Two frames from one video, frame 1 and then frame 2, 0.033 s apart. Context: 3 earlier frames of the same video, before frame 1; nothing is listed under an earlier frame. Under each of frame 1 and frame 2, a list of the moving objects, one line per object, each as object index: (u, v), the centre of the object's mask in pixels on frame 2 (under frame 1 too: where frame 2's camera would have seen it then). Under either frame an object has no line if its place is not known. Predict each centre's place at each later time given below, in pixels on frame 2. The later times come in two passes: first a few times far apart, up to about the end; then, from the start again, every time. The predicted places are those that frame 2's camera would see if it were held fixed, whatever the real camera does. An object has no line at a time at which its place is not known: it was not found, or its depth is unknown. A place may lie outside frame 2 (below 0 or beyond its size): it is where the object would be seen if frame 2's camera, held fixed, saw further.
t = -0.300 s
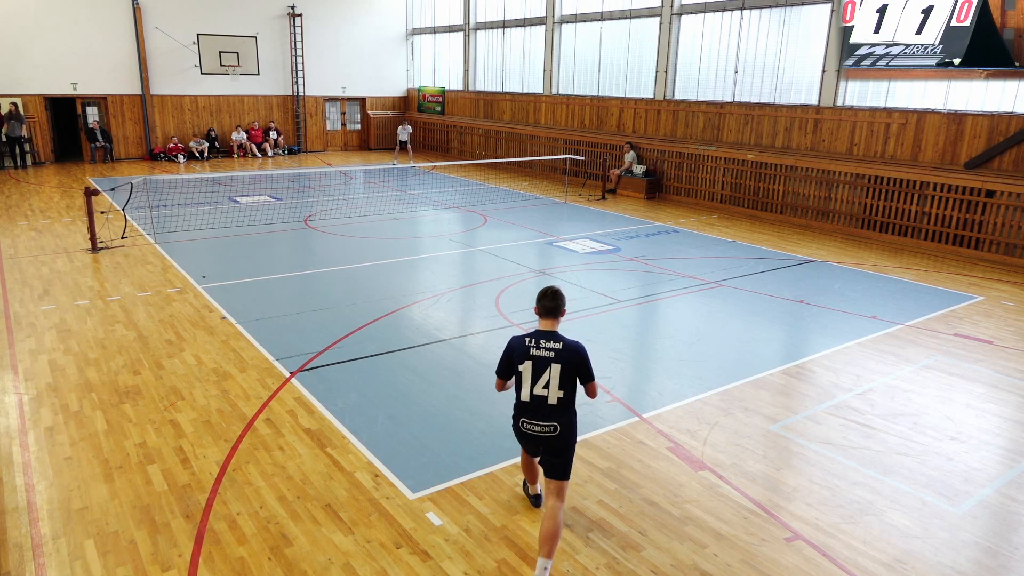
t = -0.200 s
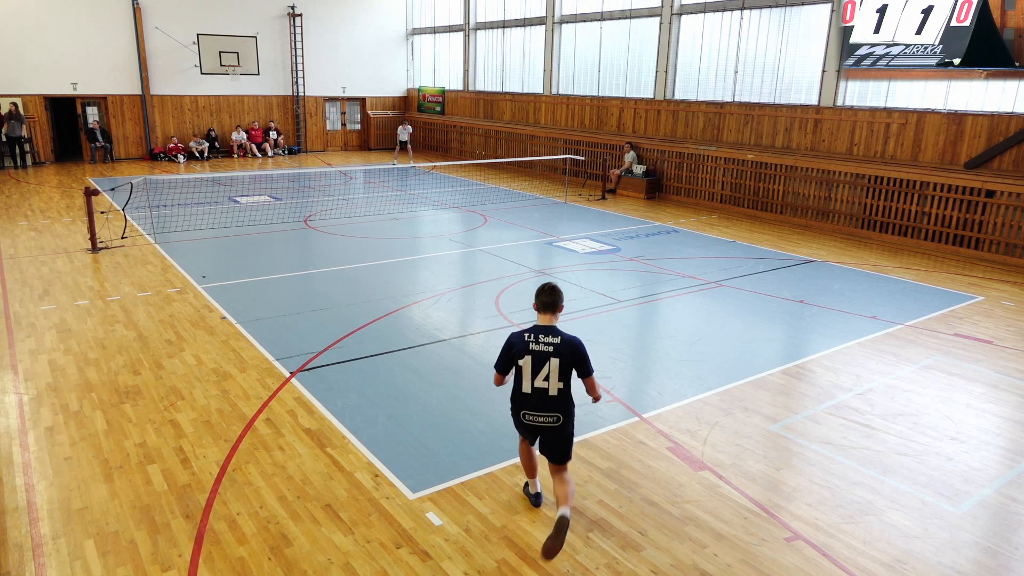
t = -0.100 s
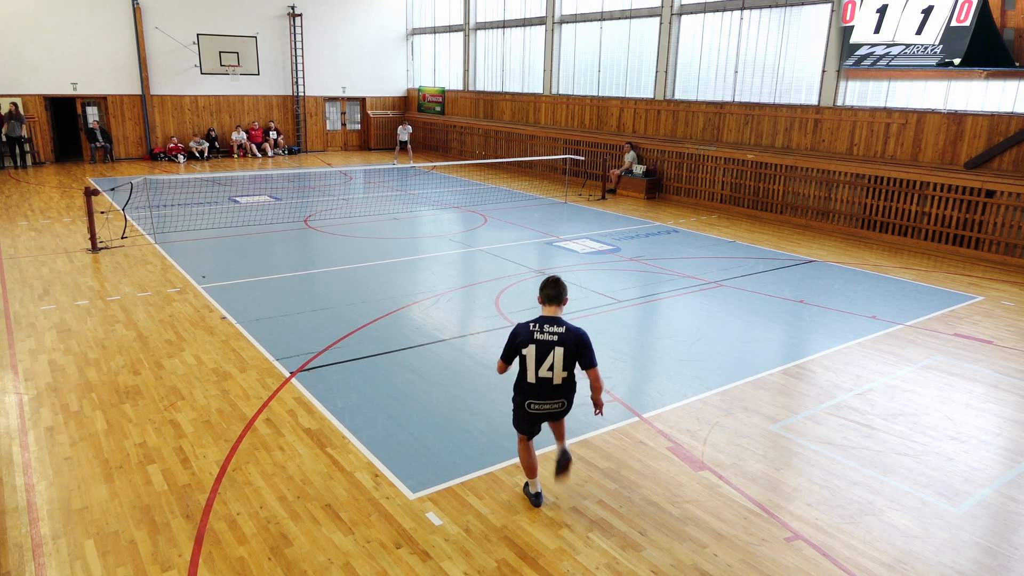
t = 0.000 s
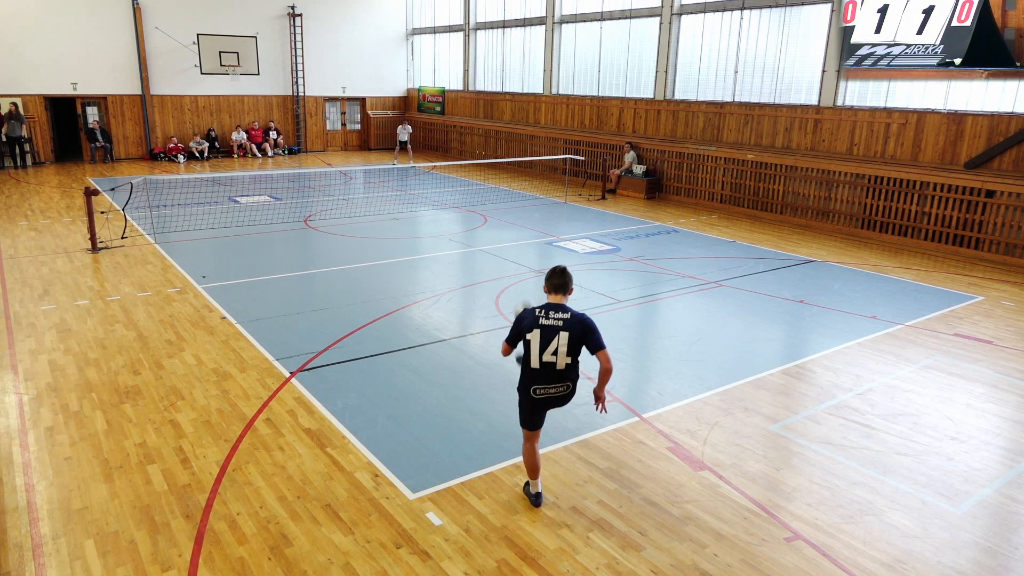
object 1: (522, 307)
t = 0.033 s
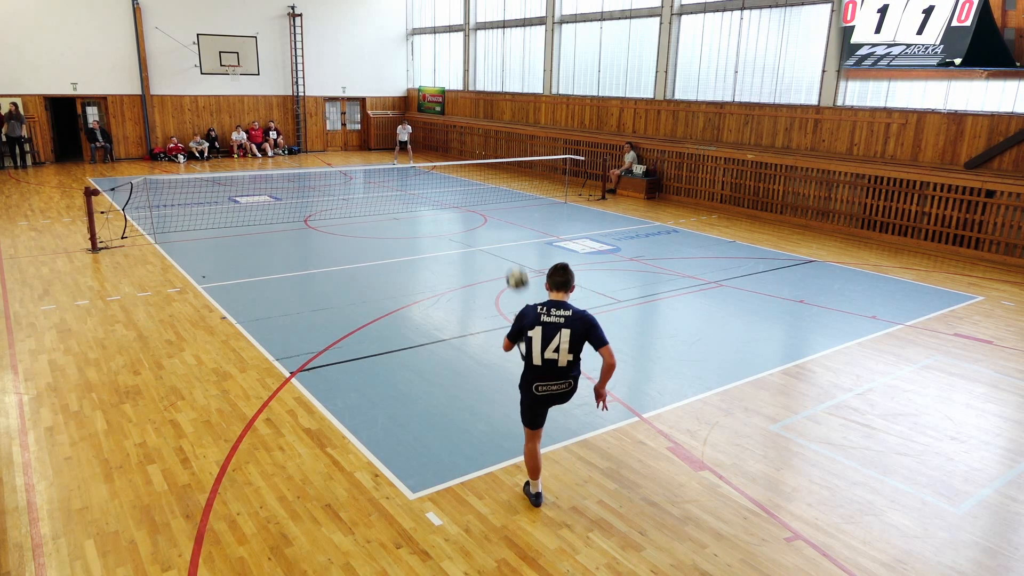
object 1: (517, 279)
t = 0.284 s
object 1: (480, 145)
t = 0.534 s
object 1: (464, 122)
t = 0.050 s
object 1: (513, 264)
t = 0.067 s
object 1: (510, 249)
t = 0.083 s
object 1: (506, 236)
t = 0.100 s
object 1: (503, 223)
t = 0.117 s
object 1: (501, 213)
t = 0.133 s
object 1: (498, 203)
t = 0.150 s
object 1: (495, 195)
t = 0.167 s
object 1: (493, 186)
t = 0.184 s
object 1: (491, 178)
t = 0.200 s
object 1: (489, 172)
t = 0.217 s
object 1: (487, 165)
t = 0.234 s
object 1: (485, 159)
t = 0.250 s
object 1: (483, 154)
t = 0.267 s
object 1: (481, 150)
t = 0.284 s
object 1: (480, 145)
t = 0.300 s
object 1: (478, 142)
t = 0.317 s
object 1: (476, 138)
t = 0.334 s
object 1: (475, 135)
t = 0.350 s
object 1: (474, 132)
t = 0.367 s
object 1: (473, 130)
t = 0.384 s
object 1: (472, 128)
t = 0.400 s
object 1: (471, 127)
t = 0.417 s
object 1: (470, 125)
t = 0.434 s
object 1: (468, 124)
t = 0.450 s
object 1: (468, 123)
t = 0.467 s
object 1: (467, 123)
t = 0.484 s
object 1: (466, 122)
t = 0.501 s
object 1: (466, 122)
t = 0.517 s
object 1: (465, 122)
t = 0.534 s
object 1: (464, 122)
